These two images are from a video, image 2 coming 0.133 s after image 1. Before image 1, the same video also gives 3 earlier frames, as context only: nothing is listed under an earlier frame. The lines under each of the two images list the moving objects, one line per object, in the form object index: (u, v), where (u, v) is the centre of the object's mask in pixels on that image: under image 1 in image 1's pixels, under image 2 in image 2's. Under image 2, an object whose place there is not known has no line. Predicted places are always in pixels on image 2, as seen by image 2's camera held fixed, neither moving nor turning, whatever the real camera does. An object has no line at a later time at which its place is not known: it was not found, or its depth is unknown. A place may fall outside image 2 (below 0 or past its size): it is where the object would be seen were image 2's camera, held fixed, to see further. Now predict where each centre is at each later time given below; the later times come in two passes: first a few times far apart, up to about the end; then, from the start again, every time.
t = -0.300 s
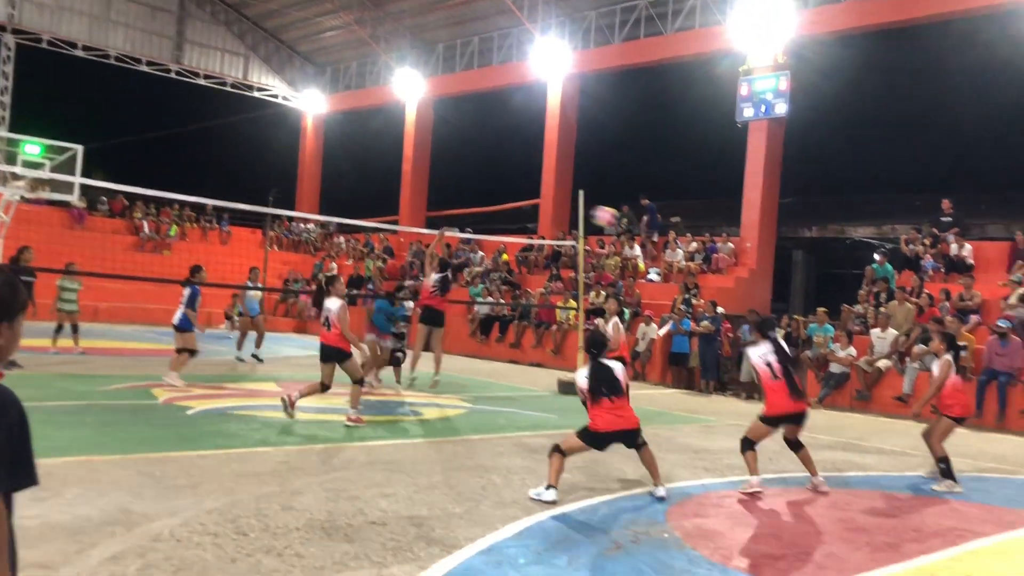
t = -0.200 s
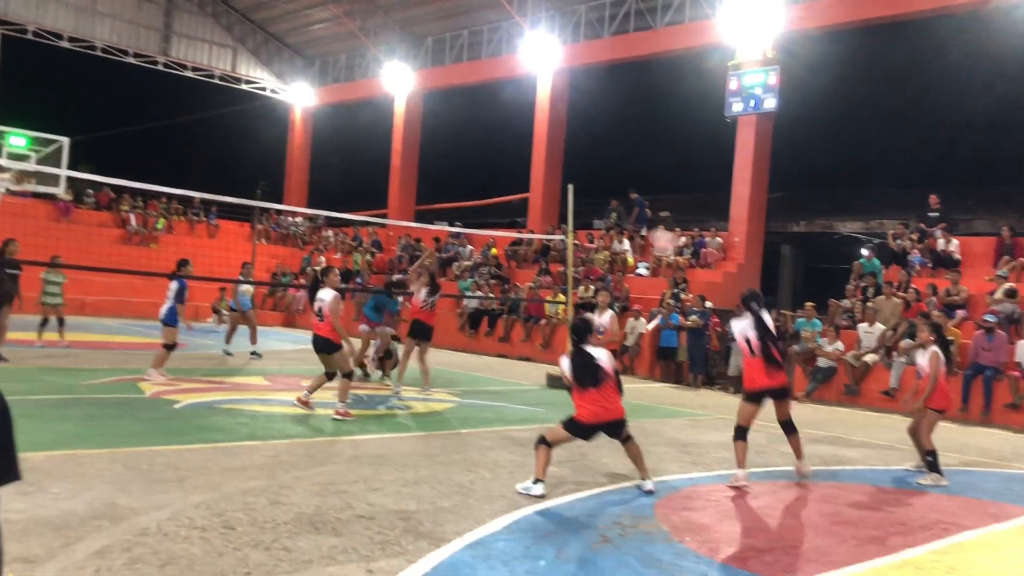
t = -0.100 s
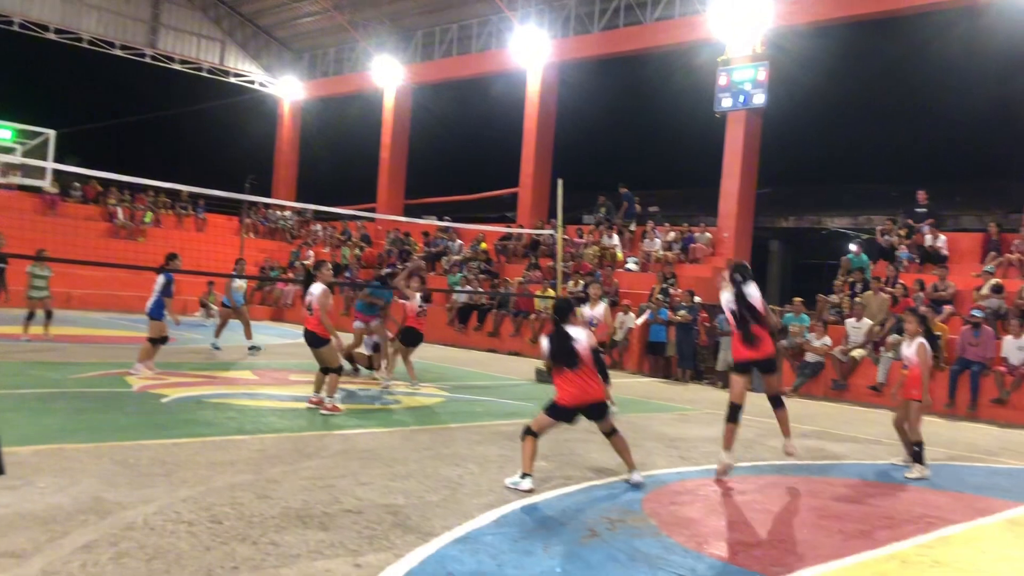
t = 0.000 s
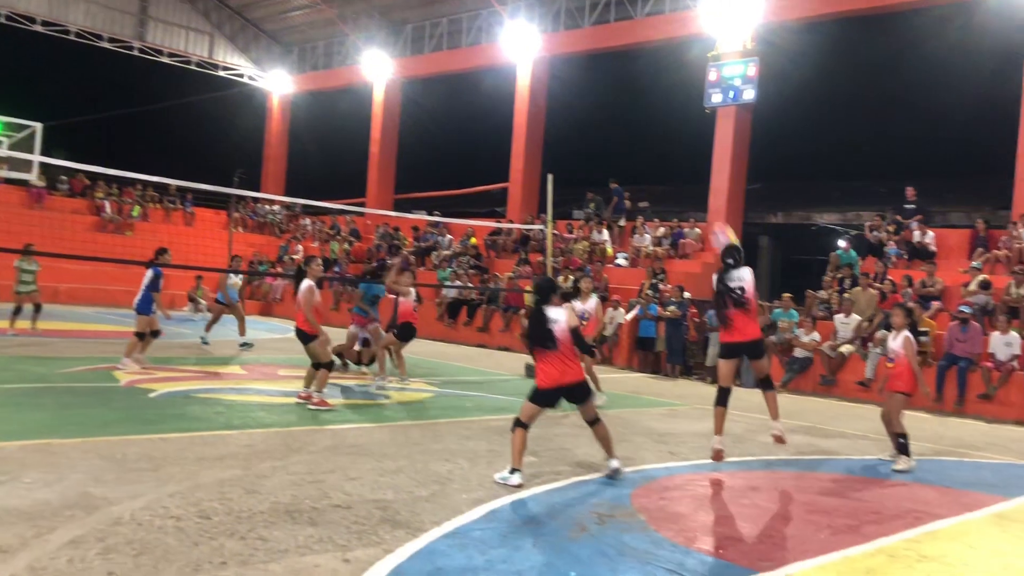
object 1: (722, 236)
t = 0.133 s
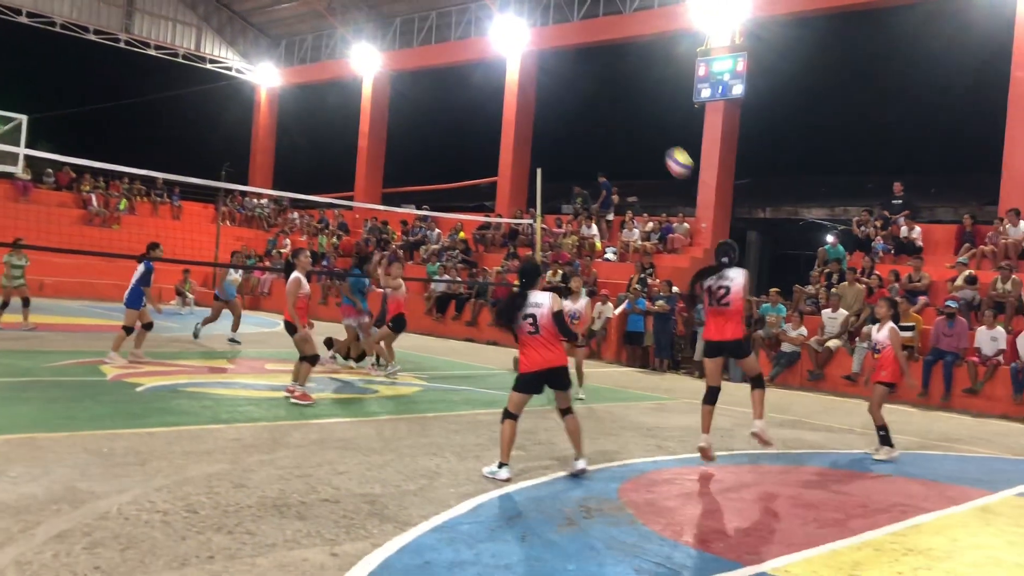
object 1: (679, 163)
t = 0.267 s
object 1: (645, 114)
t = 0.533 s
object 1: (583, 79)
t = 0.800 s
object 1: (528, 117)
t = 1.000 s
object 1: (489, 185)
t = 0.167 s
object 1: (670, 148)
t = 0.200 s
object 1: (661, 135)
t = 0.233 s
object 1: (653, 124)
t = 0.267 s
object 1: (645, 114)
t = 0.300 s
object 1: (637, 105)
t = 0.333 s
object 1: (629, 98)
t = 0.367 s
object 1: (621, 92)
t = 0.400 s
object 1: (613, 87)
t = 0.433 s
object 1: (606, 83)
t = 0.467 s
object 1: (598, 80)
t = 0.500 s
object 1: (591, 79)
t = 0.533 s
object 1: (583, 79)
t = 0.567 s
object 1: (576, 80)
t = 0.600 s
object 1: (569, 82)
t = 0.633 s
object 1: (561, 85)
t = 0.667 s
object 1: (554, 90)
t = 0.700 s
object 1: (548, 95)
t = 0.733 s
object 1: (541, 101)
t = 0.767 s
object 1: (534, 109)
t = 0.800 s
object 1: (528, 117)
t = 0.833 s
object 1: (522, 127)
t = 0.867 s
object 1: (515, 137)
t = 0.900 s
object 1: (508, 148)
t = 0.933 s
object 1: (501, 160)
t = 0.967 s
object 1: (495, 170)
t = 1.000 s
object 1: (489, 185)
